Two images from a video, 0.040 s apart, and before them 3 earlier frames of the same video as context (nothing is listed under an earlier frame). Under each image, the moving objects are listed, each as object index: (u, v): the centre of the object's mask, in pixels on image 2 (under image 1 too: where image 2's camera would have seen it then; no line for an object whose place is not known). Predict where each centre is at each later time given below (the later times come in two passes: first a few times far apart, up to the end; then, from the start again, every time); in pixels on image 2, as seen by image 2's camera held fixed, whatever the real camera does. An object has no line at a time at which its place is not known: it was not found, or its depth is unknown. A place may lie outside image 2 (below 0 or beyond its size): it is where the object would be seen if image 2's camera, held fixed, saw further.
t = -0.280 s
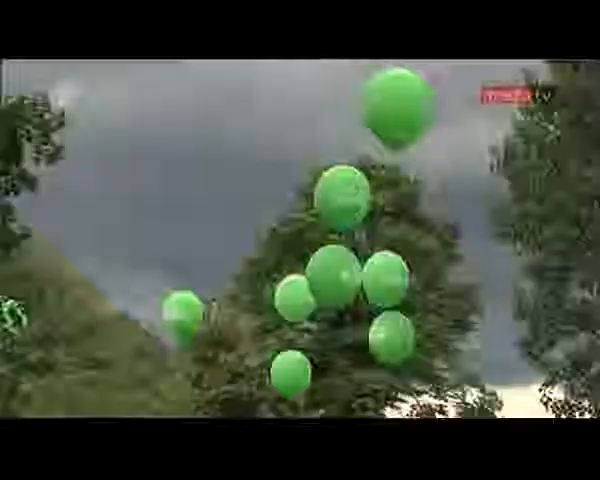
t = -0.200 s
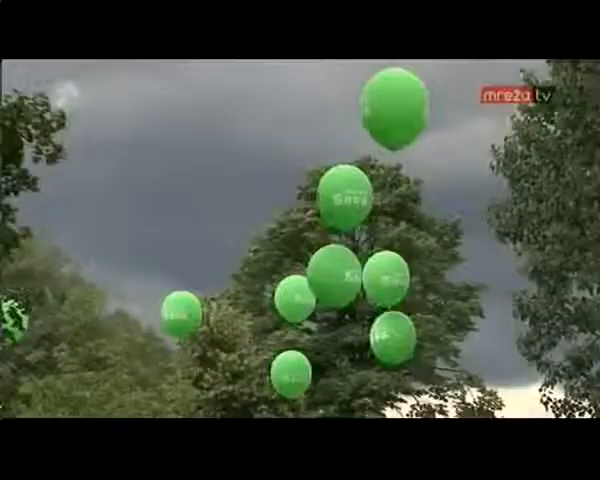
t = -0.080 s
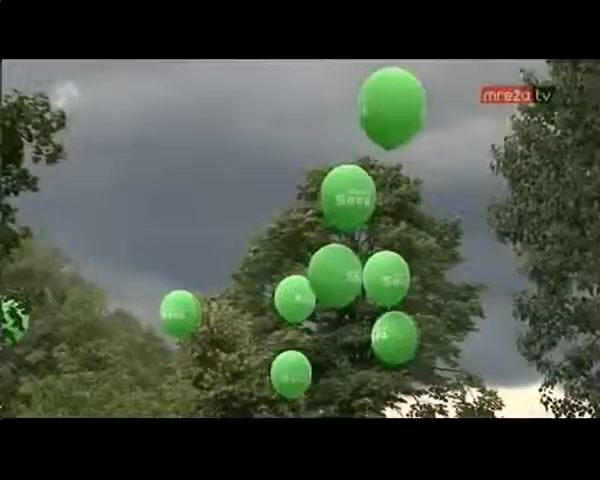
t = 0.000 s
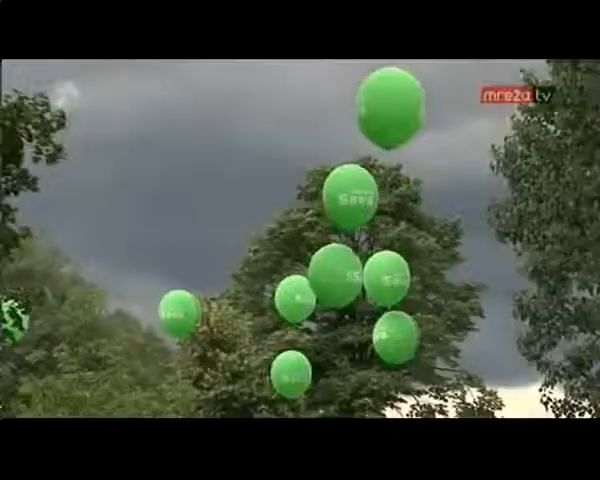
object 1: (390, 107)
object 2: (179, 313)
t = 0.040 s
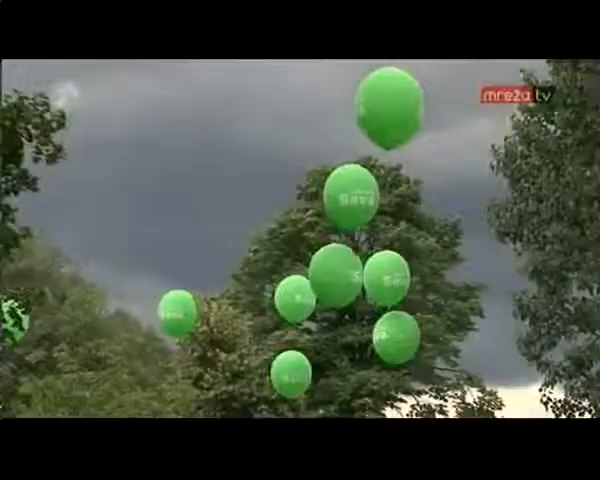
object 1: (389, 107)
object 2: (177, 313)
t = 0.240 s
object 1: (385, 106)
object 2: (175, 312)
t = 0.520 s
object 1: (382, 107)
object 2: (168, 311)
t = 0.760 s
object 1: (380, 107)
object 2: (163, 311)
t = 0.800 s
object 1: (380, 108)
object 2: (163, 311)
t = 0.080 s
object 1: (388, 106)
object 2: (176, 312)
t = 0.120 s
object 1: (387, 106)
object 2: (176, 312)
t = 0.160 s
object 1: (386, 106)
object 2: (176, 312)
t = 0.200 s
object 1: (386, 106)
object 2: (175, 312)
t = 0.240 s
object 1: (385, 106)
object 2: (175, 312)
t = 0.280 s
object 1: (384, 106)
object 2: (174, 312)
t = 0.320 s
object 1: (384, 106)
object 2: (174, 312)
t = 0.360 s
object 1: (384, 106)
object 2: (173, 312)
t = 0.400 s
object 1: (383, 106)
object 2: (171, 311)
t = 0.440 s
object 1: (383, 106)
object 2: (170, 311)
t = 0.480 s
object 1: (382, 106)
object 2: (170, 311)
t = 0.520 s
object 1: (382, 107)
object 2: (168, 311)
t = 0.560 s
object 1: (381, 107)
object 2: (167, 311)
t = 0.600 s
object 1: (381, 107)
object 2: (167, 311)
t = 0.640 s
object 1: (380, 107)
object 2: (166, 311)
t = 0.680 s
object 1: (380, 107)
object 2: (165, 311)
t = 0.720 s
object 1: (380, 107)
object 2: (165, 311)
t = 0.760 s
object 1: (380, 107)
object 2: (163, 311)
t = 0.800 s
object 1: (380, 108)
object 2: (163, 311)
